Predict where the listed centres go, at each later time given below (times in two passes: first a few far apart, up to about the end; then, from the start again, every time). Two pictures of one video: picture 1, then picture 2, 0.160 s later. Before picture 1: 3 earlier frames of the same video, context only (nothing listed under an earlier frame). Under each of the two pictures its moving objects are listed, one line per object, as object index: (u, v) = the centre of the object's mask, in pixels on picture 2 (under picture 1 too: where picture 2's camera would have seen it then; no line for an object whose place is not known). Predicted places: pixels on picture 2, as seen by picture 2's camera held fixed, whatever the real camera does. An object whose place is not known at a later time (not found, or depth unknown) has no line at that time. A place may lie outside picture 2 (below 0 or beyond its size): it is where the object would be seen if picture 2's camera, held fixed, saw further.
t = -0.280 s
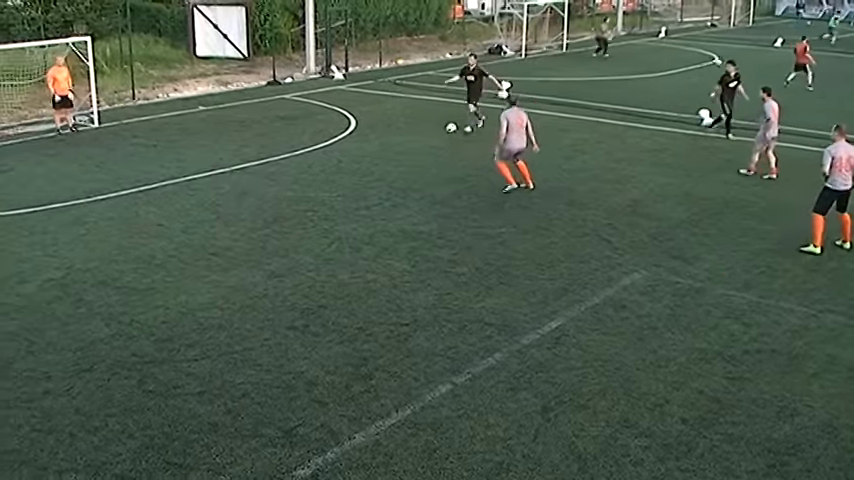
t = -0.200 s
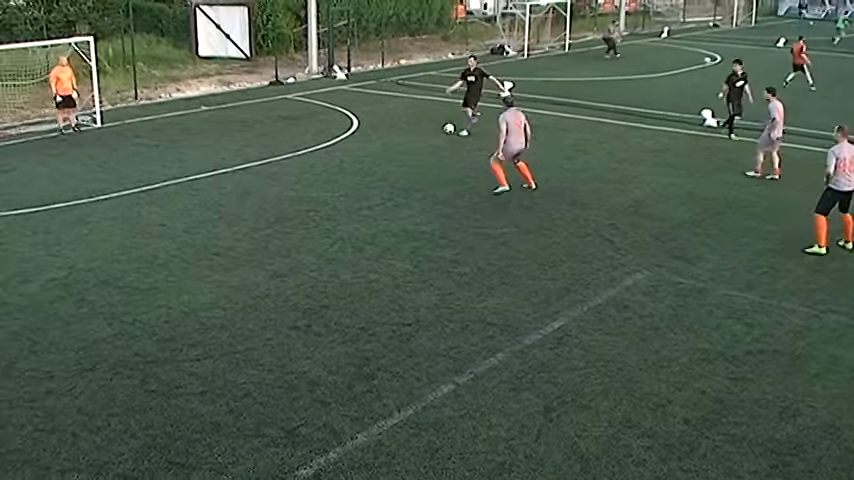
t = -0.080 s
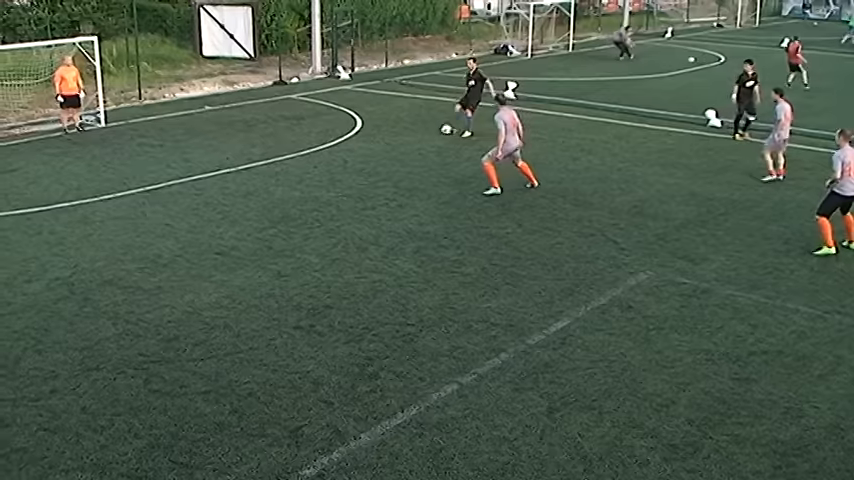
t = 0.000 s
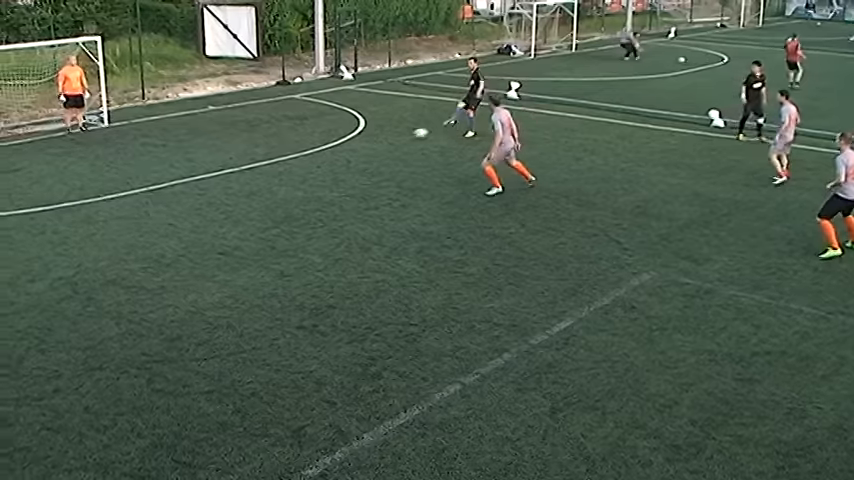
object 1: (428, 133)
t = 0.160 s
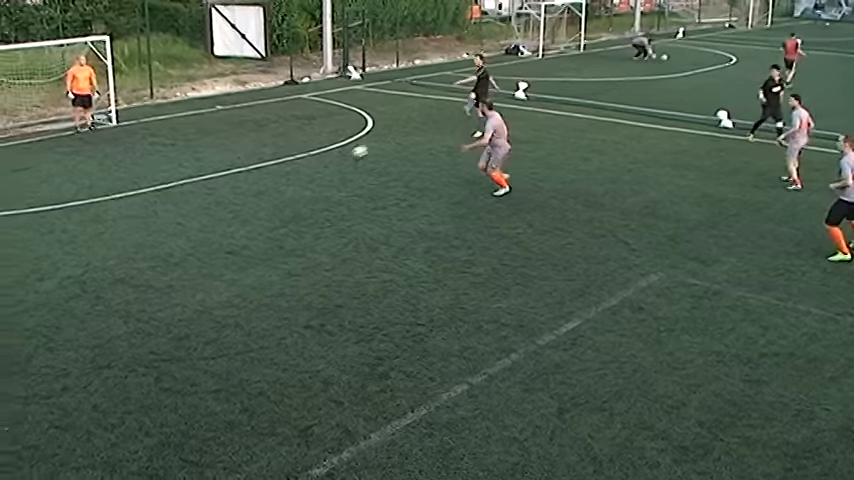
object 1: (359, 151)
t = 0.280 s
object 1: (306, 163)
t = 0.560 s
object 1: (176, 192)
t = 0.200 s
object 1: (340, 158)
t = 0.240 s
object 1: (323, 160)
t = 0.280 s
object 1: (306, 163)
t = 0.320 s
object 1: (288, 167)
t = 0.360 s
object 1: (268, 173)
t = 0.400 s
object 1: (249, 179)
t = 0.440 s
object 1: (230, 184)
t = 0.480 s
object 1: (212, 186)
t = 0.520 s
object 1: (195, 189)
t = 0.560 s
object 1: (176, 192)
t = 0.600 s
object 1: (157, 197)
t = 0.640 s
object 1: (137, 203)
